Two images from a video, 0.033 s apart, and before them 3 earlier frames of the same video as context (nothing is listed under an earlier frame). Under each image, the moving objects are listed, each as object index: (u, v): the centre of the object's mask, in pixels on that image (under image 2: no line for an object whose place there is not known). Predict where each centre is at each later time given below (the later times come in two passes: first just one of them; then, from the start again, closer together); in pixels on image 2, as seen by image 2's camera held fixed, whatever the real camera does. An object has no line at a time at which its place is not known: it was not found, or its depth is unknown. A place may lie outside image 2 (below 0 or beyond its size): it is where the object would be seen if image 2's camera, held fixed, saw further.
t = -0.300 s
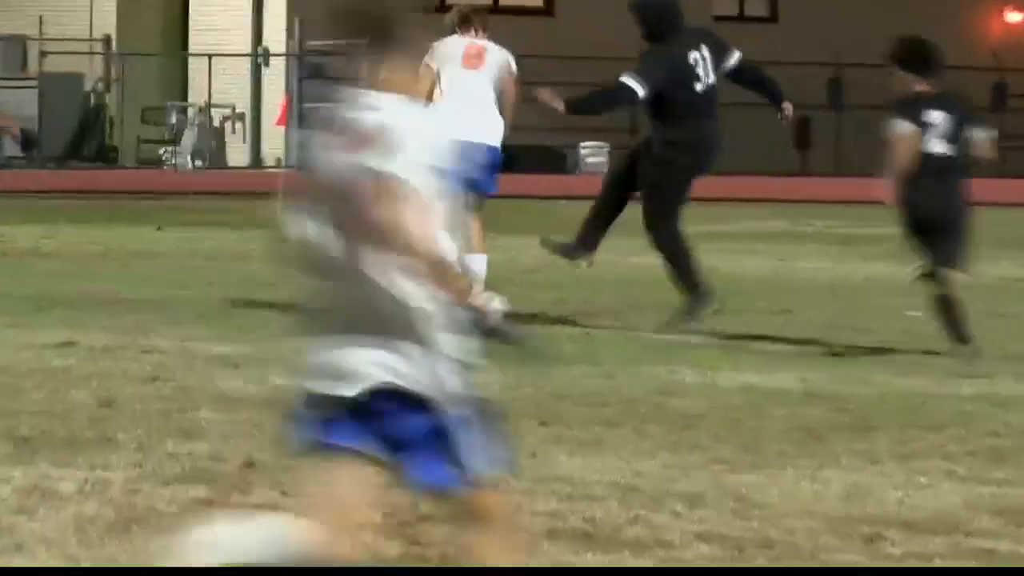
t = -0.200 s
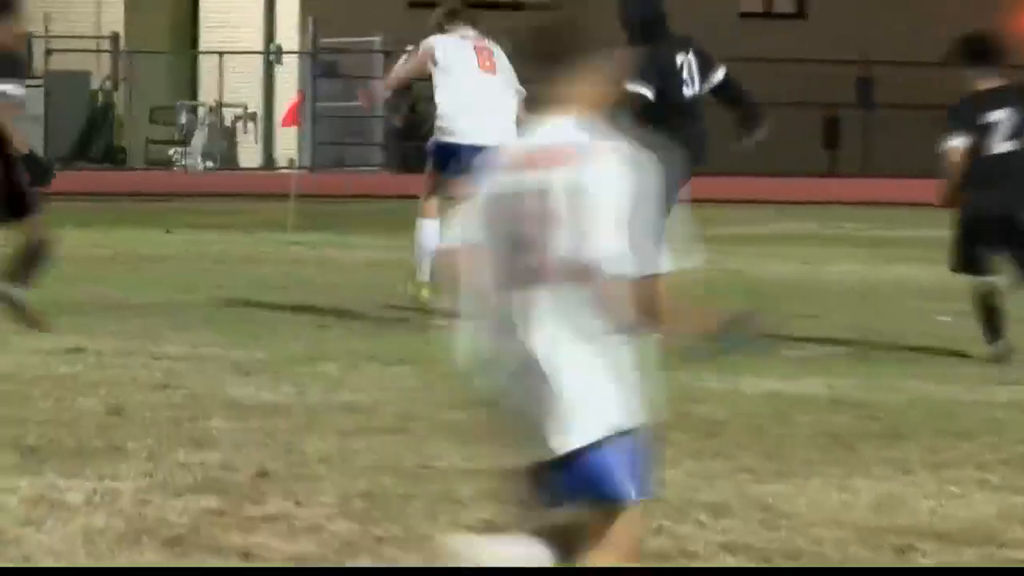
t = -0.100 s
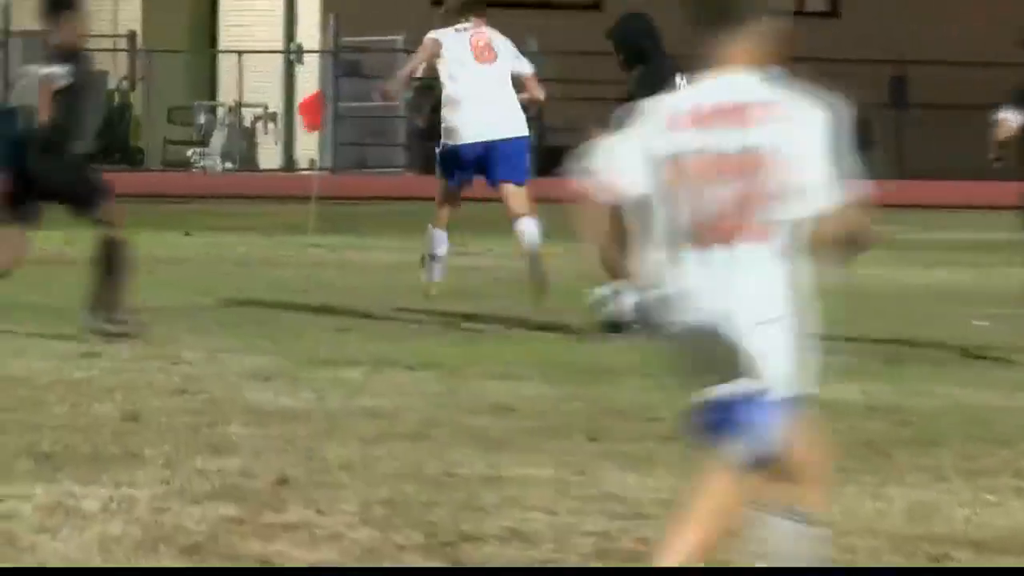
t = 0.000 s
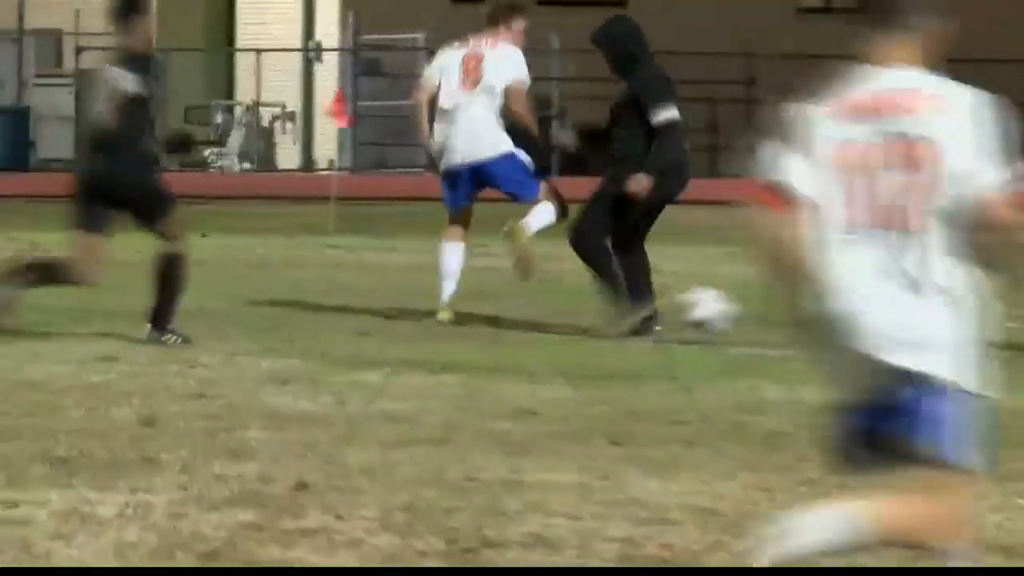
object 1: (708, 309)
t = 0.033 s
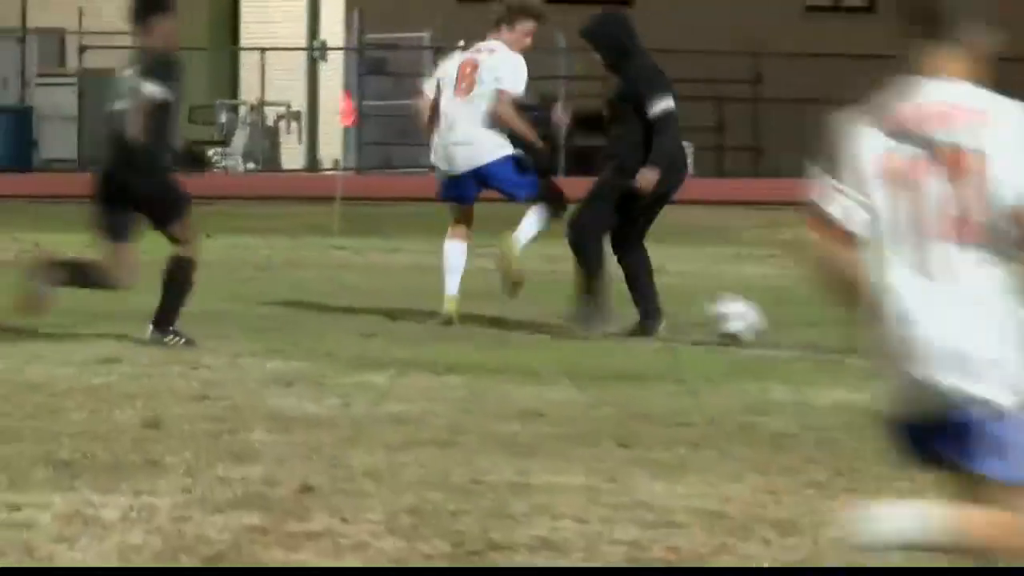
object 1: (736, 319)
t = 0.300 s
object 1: (882, 326)
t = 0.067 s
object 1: (758, 323)
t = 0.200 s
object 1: (833, 318)
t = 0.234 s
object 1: (850, 322)
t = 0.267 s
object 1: (865, 327)
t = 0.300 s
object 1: (882, 326)
